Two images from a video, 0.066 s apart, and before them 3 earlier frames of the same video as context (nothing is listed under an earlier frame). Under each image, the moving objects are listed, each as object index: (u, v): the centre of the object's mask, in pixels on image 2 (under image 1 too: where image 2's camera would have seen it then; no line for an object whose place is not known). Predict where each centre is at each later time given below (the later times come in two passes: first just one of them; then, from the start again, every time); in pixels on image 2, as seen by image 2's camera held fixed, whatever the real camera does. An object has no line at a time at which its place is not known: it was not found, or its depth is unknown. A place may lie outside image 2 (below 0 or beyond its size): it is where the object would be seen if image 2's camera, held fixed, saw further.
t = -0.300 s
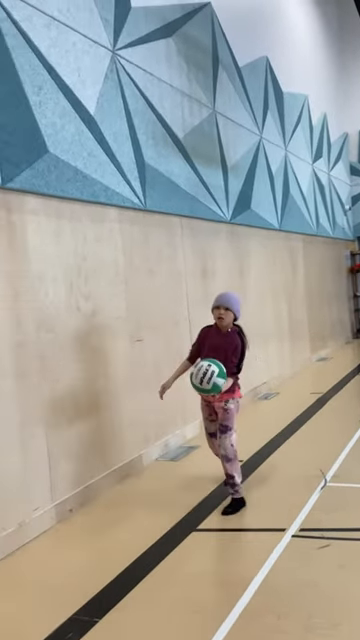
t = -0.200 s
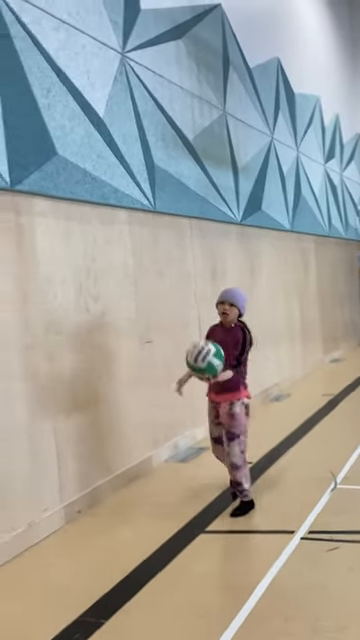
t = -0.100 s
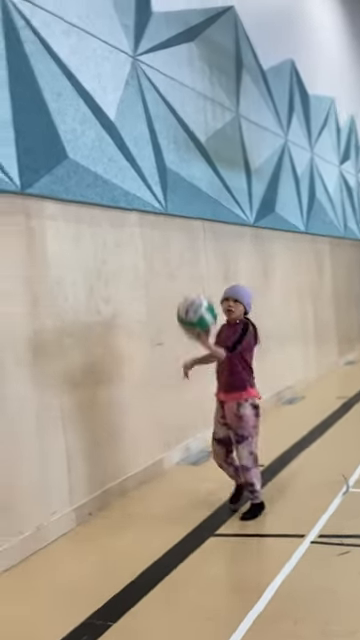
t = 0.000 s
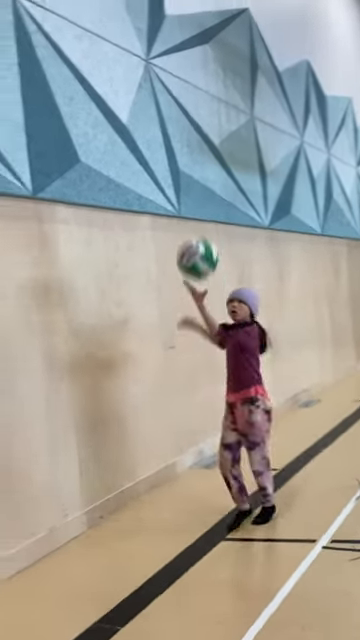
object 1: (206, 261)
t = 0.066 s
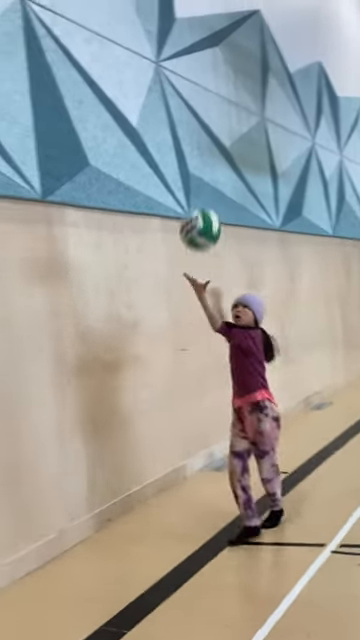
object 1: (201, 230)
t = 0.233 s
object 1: (189, 183)
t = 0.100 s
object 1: (198, 217)
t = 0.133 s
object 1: (195, 205)
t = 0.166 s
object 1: (192, 196)
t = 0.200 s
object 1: (190, 189)
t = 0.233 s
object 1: (189, 183)
